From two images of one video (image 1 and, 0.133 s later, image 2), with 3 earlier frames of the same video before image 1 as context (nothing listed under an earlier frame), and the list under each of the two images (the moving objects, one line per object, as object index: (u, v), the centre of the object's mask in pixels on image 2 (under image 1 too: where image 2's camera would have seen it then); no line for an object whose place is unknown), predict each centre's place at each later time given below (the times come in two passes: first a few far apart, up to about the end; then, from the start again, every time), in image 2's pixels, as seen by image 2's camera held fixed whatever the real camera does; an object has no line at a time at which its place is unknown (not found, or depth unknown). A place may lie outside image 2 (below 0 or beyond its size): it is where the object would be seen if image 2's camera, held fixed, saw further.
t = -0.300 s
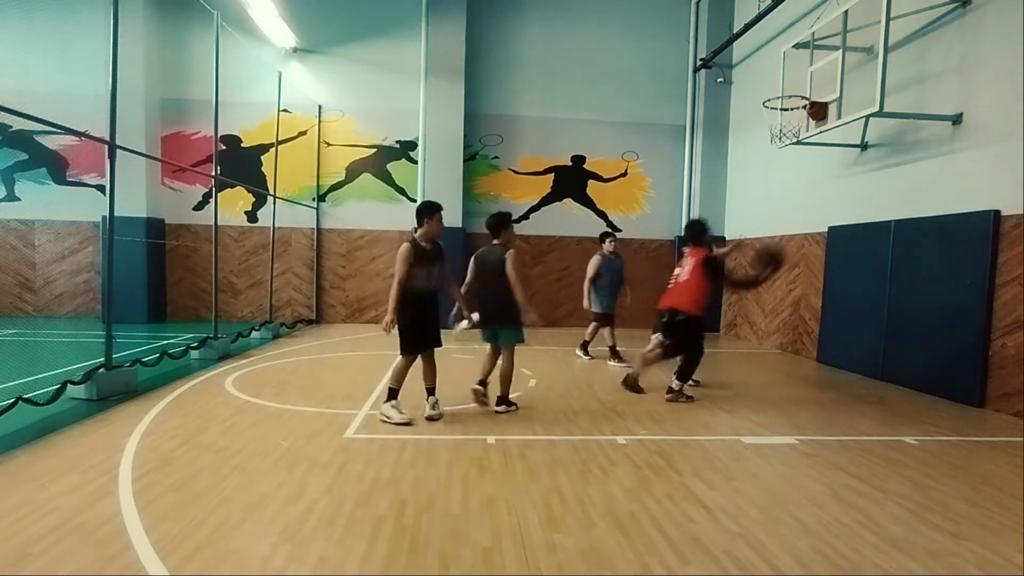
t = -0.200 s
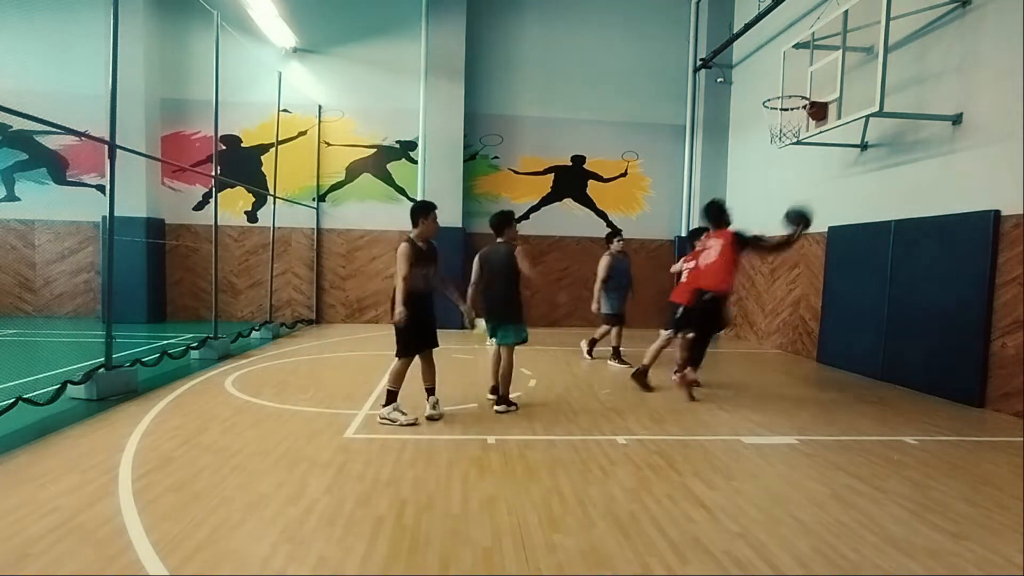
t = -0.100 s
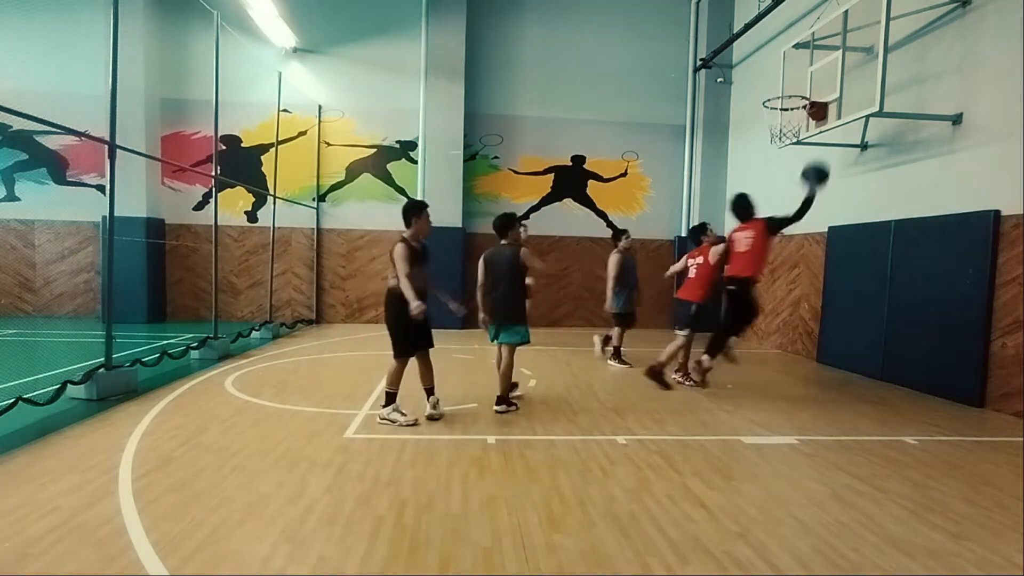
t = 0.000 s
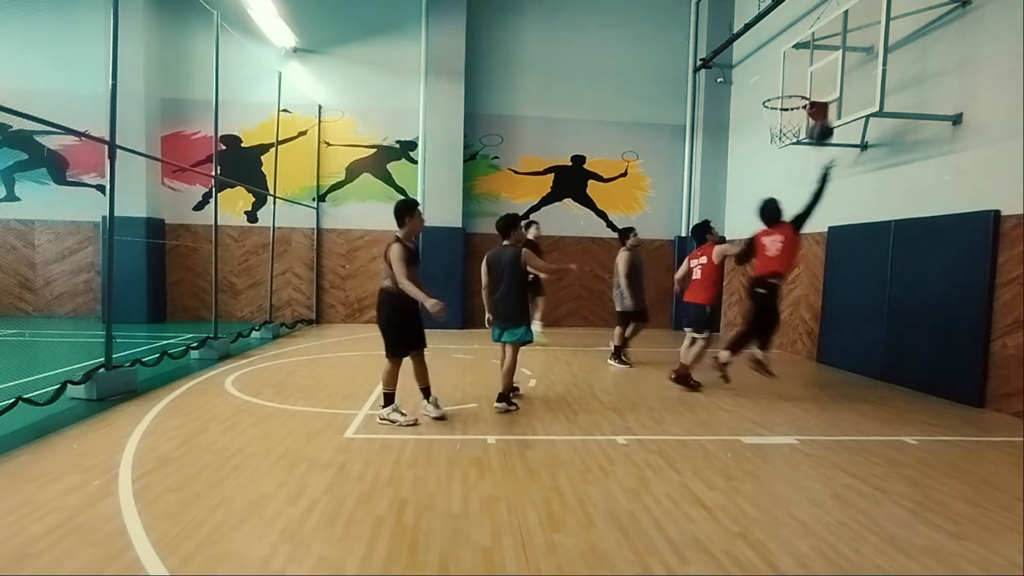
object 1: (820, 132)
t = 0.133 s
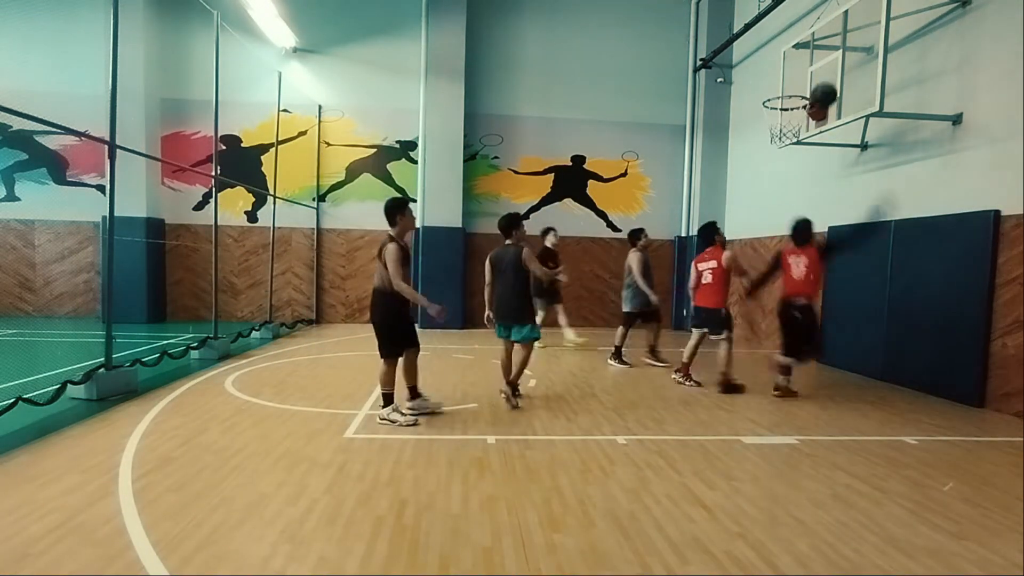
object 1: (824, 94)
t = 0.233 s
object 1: (826, 81)
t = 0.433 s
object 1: (816, 76)
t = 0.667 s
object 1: (780, 106)
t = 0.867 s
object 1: (761, 137)
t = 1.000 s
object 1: (755, 166)
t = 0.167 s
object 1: (824, 89)
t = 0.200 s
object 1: (825, 84)
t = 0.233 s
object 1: (826, 81)
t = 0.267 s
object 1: (826, 79)
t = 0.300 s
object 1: (827, 78)
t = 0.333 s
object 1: (827, 77)
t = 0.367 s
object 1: (827, 77)
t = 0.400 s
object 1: (821, 76)
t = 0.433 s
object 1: (816, 76)
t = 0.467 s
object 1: (810, 77)
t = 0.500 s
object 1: (805, 80)
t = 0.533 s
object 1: (800, 83)
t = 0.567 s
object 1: (795, 87)
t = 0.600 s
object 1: (790, 91)
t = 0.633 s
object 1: (785, 99)
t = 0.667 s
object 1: (780, 106)
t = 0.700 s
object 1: (774, 113)
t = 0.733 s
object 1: (770, 121)
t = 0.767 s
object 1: (766, 126)
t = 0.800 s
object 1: (765, 129)
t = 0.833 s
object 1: (763, 133)
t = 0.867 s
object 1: (761, 137)
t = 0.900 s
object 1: (760, 143)
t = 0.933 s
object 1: (758, 149)
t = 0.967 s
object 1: (757, 157)
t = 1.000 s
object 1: (755, 166)
